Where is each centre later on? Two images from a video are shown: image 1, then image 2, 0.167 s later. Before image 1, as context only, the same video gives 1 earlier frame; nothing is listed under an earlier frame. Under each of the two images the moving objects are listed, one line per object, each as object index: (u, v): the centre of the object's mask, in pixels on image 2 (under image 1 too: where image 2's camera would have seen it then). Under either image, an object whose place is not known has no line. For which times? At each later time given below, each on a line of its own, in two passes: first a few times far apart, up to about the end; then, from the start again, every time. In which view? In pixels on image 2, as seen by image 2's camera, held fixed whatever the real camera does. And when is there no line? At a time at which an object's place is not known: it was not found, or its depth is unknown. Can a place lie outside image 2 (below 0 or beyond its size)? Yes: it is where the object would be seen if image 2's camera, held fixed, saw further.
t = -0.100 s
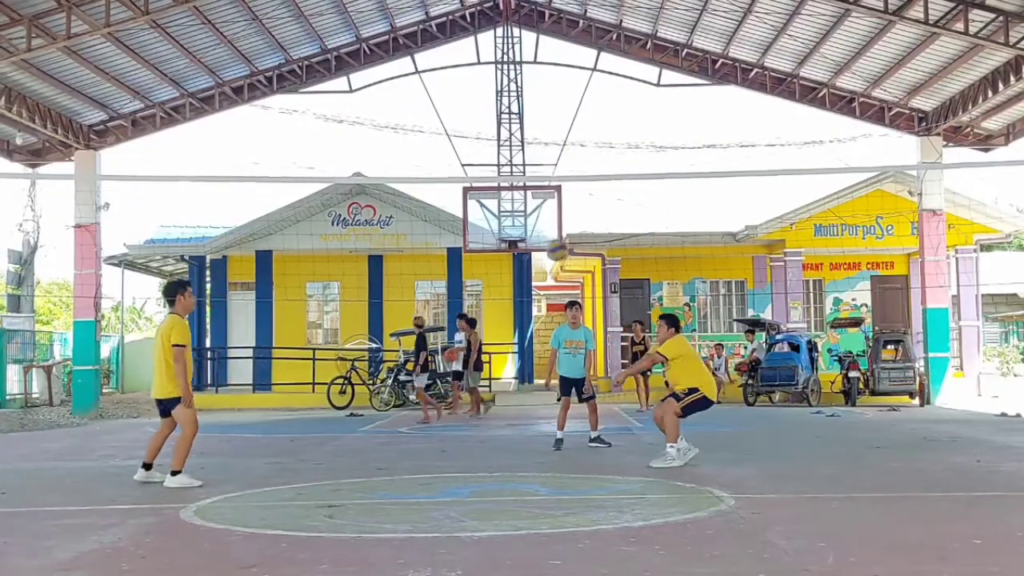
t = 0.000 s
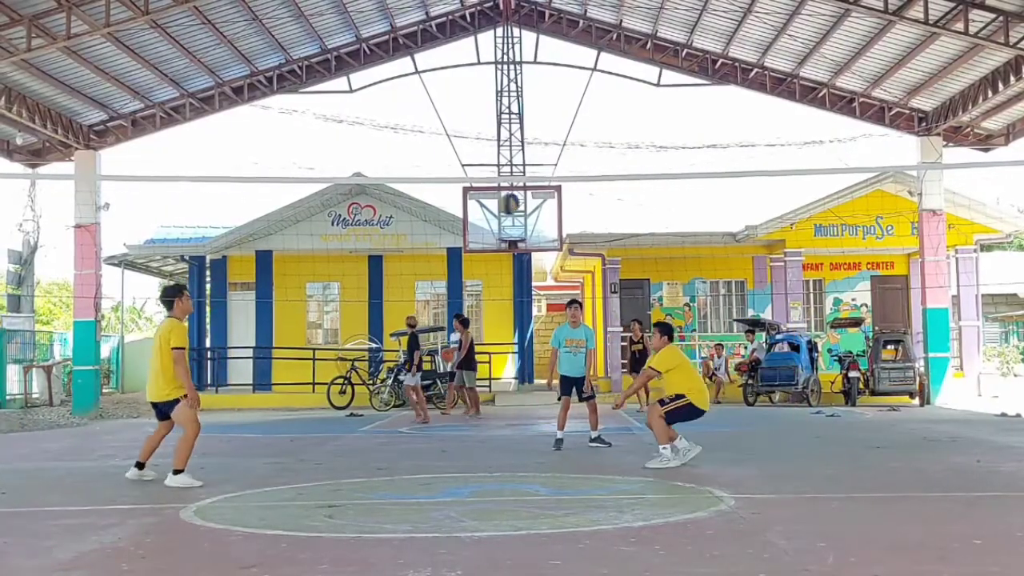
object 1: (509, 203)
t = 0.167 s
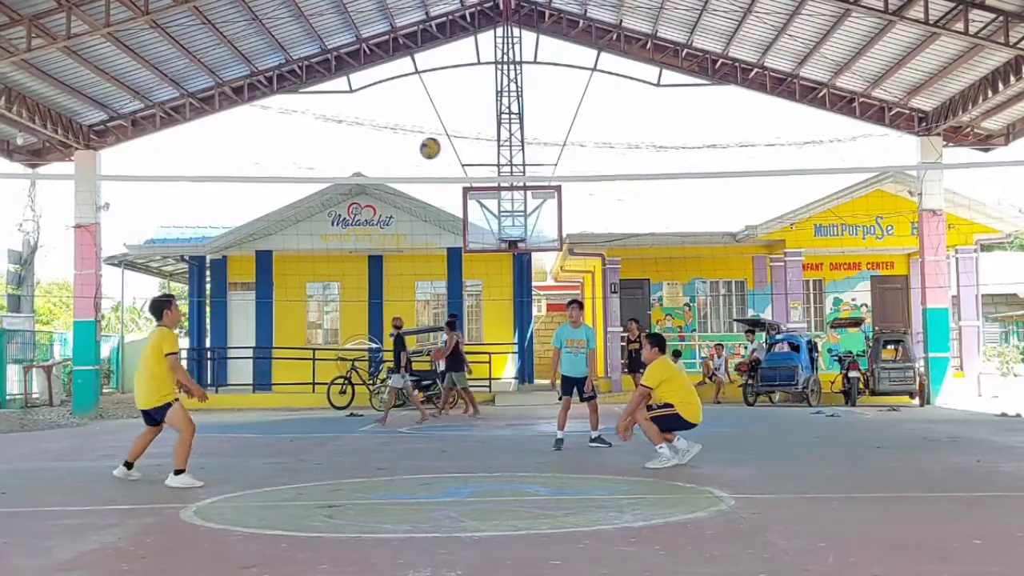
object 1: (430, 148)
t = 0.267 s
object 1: (382, 129)
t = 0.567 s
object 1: (242, 135)
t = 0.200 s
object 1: (414, 140)
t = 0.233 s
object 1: (398, 134)
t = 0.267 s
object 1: (382, 129)
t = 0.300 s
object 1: (367, 125)
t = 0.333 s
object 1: (352, 122)
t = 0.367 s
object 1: (336, 120)
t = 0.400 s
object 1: (320, 120)
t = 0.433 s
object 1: (305, 120)
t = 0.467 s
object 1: (289, 122)
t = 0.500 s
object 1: (273, 125)
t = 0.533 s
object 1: (257, 130)
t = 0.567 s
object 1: (242, 135)
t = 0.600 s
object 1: (226, 142)
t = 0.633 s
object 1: (211, 150)
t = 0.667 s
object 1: (195, 159)
